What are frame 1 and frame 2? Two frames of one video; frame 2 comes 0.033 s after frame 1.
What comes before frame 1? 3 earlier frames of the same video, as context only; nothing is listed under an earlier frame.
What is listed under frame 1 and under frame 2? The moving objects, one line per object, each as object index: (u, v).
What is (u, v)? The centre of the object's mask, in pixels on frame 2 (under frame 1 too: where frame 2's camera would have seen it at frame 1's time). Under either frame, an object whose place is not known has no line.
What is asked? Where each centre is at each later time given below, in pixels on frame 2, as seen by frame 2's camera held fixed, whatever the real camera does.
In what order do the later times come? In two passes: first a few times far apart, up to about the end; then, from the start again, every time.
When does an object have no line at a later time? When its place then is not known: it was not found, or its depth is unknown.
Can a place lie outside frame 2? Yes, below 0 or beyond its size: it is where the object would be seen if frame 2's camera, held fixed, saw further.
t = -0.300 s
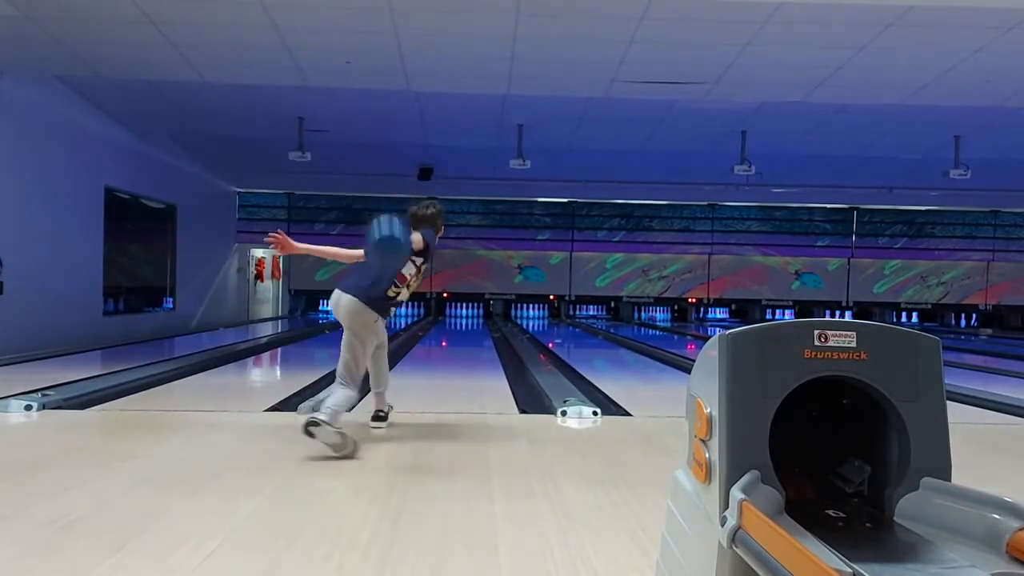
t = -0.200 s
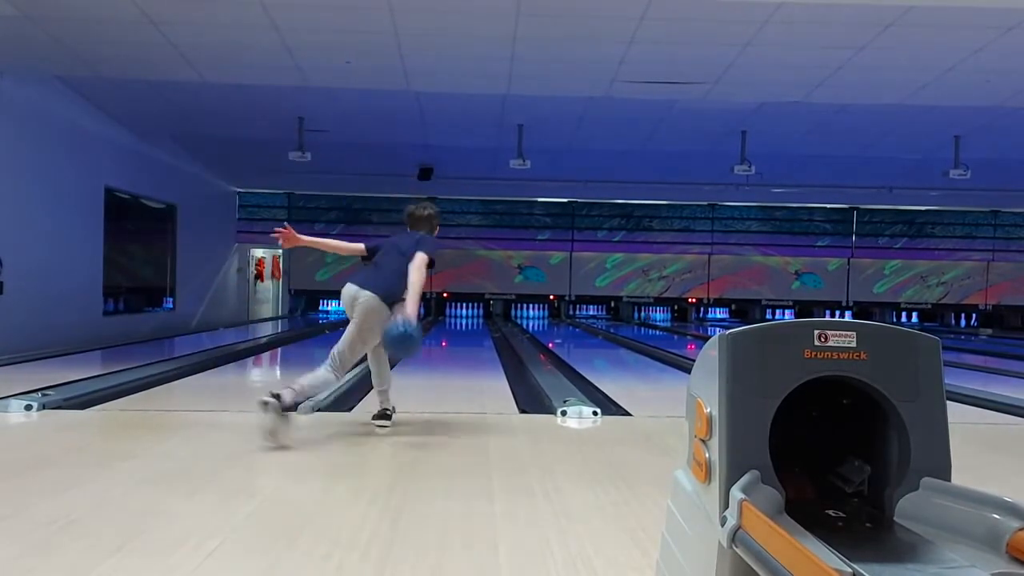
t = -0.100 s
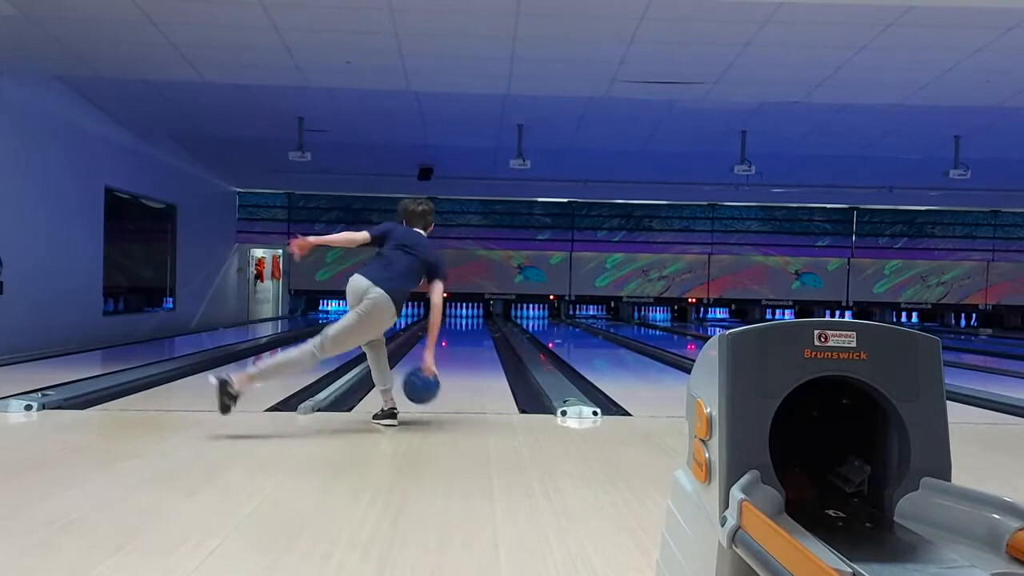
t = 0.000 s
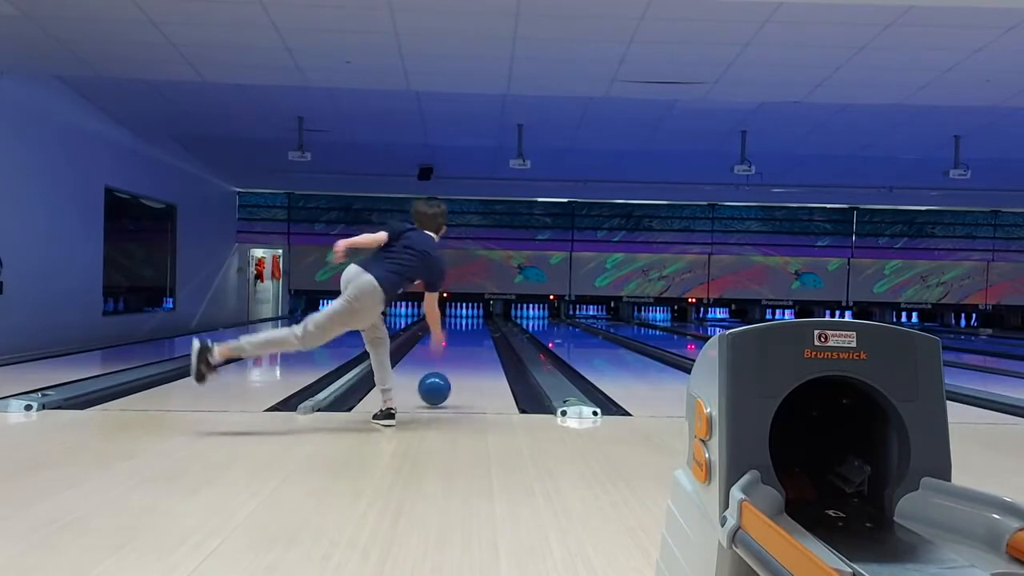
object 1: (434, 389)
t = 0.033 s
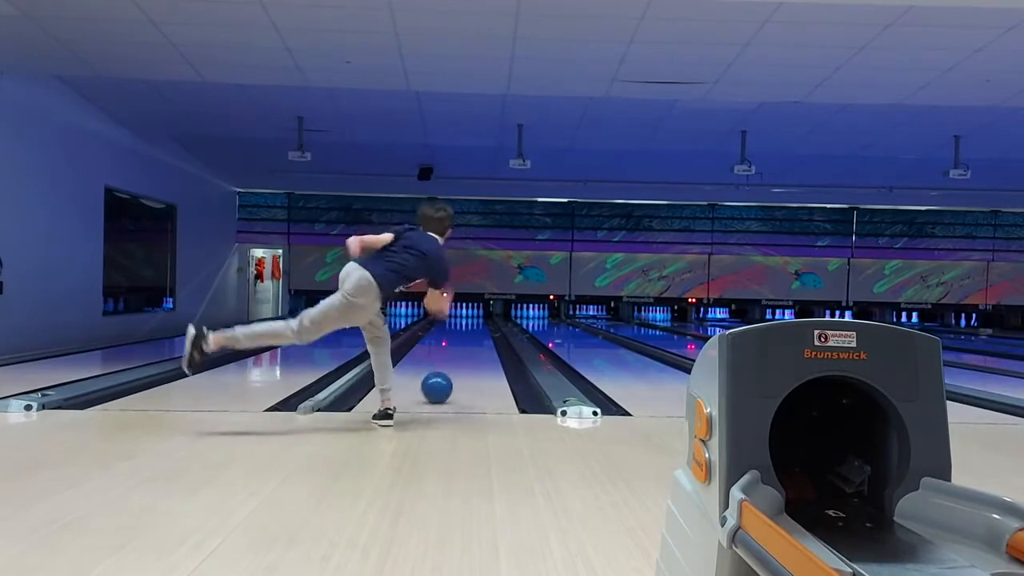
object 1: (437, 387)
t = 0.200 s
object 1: (447, 372)
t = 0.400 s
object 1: (455, 358)
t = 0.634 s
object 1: (462, 346)
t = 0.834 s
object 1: (465, 341)
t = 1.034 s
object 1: (468, 335)
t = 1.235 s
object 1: (470, 331)
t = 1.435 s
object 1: (471, 329)
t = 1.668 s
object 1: (471, 325)
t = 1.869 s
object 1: (473, 323)
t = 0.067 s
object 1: (439, 383)
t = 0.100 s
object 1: (442, 381)
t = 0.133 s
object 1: (443, 377)
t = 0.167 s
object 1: (445, 375)
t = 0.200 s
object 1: (447, 372)
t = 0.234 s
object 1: (449, 369)
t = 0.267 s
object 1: (450, 367)
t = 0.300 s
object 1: (452, 365)
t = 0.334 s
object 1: (453, 363)
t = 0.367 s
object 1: (454, 361)
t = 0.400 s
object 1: (455, 358)
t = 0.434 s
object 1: (456, 356)
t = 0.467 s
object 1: (457, 354)
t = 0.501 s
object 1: (458, 354)
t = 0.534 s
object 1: (459, 352)
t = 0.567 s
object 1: (460, 351)
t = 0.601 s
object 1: (462, 345)
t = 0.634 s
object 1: (462, 346)
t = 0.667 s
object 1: (463, 345)
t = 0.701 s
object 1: (463, 344)
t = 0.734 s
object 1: (464, 343)
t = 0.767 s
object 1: (464, 343)
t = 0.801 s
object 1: (465, 342)
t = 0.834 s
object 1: (465, 341)
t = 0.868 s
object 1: (466, 340)
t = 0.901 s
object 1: (466, 339)
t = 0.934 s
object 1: (466, 339)
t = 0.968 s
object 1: (467, 337)
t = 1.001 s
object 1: (468, 336)
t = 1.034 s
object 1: (468, 335)
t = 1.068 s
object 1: (468, 335)
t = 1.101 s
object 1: (469, 333)
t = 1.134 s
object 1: (469, 333)
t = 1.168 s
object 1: (469, 333)
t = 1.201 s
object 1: (470, 331)
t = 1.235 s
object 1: (470, 331)
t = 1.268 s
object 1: (470, 330)
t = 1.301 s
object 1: (471, 330)
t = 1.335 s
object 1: (471, 329)
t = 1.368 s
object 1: (470, 329)
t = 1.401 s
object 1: (471, 329)
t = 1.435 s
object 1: (471, 329)
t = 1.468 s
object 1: (471, 327)
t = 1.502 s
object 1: (471, 327)
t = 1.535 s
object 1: (472, 326)
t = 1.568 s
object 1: (472, 326)
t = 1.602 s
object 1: (471, 325)
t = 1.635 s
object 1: (472, 325)
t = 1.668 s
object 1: (471, 325)
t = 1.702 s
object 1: (472, 324)
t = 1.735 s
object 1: (471, 324)
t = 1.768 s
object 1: (471, 324)
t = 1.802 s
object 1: (471, 324)
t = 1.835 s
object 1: (472, 324)
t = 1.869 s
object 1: (473, 323)
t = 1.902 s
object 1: (472, 322)
